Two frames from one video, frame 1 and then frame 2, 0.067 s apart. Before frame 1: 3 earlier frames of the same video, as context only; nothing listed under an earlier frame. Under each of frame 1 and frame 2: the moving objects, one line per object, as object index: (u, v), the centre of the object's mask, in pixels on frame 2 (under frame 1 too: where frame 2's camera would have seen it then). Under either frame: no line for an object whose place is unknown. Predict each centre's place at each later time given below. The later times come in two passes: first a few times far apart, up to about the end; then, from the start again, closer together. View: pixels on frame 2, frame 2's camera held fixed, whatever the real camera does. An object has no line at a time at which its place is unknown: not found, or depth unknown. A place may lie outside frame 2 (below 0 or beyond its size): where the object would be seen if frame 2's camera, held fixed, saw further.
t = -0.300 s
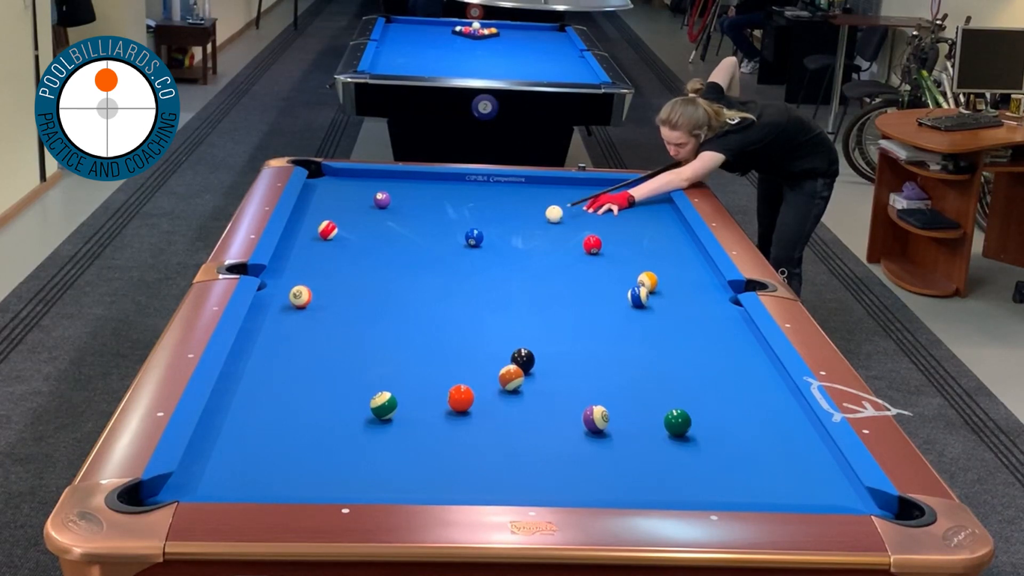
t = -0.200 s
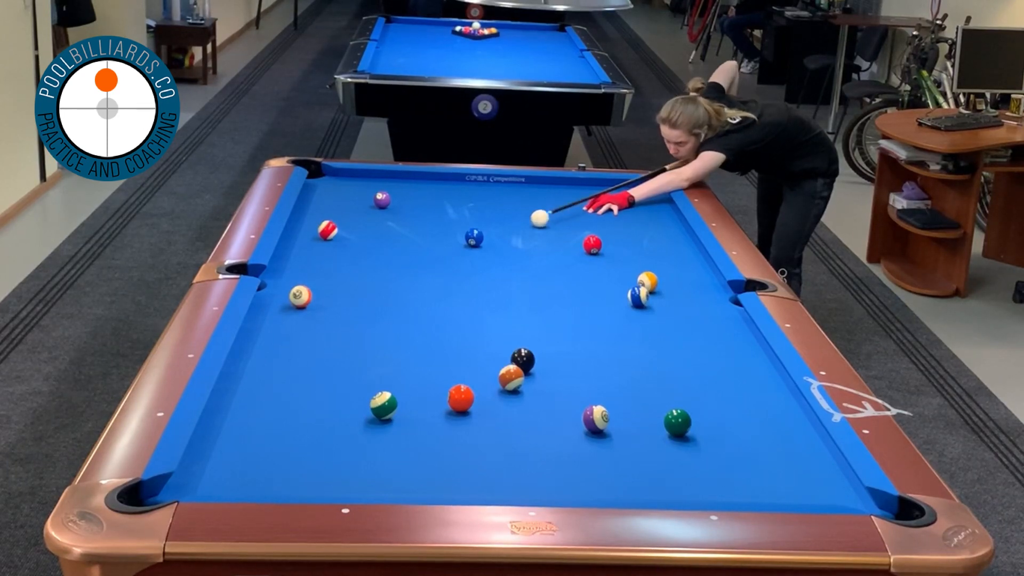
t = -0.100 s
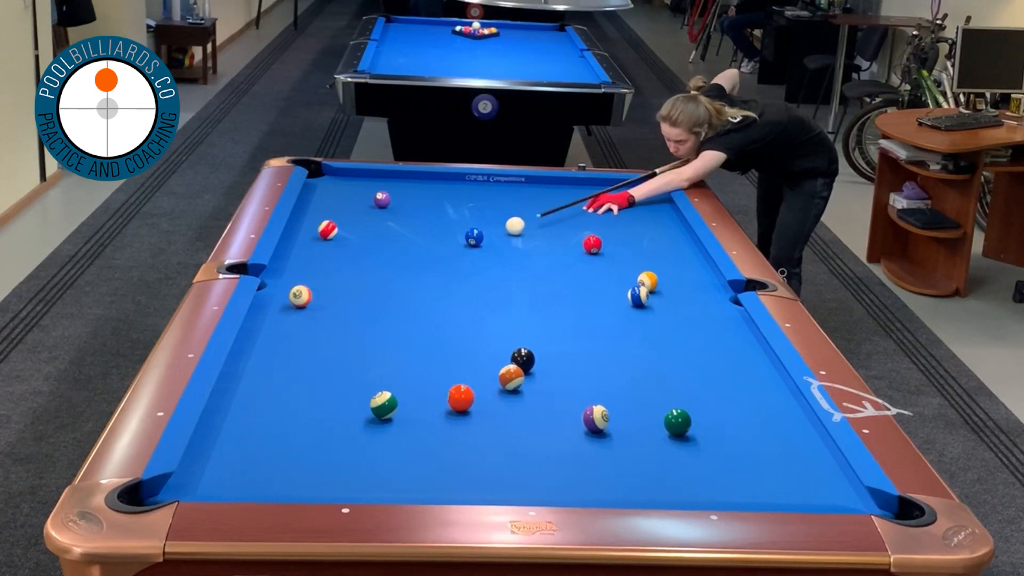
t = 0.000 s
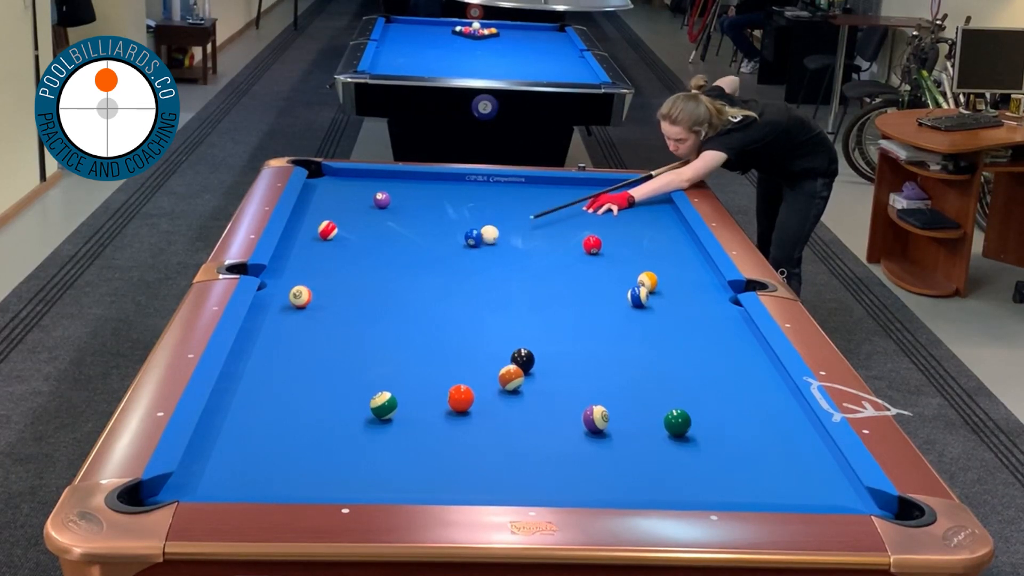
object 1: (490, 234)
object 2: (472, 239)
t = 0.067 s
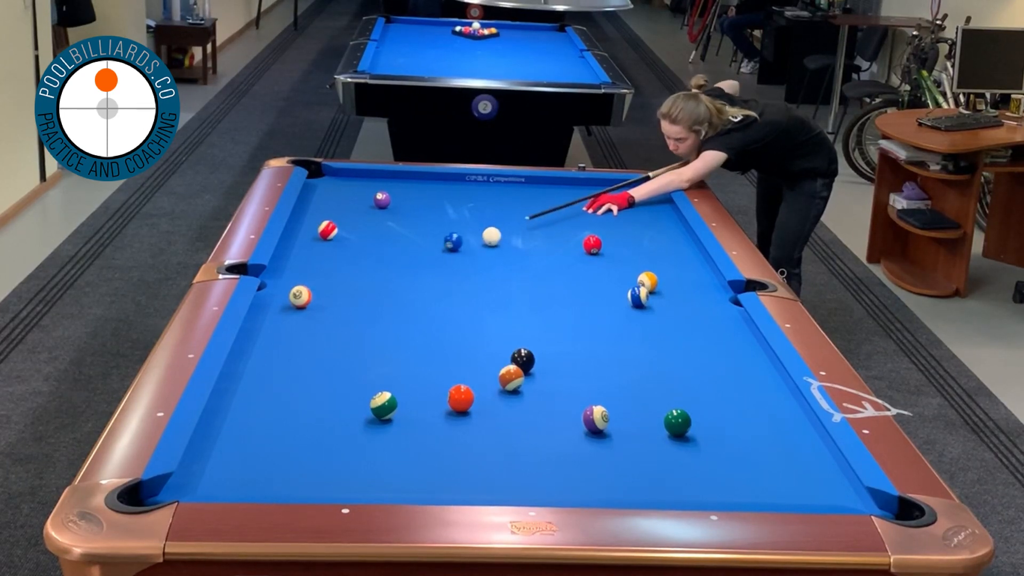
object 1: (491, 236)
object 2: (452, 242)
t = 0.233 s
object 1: (490, 242)
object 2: (409, 250)
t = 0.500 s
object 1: (485, 253)
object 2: (346, 262)
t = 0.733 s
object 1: (480, 262)
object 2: (288, 272)
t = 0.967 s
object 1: (476, 271)
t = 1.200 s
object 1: (471, 280)
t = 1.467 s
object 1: (466, 290)
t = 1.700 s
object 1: (461, 299)
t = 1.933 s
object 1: (457, 308)
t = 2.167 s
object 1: (453, 316)
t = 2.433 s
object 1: (449, 326)
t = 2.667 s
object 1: (445, 334)
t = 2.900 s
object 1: (441, 341)
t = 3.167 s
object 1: (437, 350)
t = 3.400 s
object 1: (434, 356)
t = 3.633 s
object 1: (432, 362)
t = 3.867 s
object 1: (430, 368)
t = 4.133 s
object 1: (429, 374)
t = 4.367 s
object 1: (428, 378)
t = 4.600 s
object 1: (426, 382)
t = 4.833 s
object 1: (426, 385)
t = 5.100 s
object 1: (426, 388)
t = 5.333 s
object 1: (426, 390)
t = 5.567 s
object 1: (426, 391)
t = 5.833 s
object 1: (426, 392)
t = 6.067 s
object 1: (426, 392)
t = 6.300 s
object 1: (426, 392)
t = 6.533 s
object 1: (426, 392)
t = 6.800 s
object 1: (426, 391)
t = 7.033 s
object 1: (426, 391)
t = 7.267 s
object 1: (426, 392)
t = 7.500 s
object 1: (426, 392)
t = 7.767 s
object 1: (426, 391)
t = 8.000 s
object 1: (426, 391)
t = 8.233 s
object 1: (426, 392)
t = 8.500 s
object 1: (426, 391)
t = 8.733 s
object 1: (426, 392)
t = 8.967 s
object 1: (426, 392)
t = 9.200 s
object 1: (426, 391)
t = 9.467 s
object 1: (426, 392)
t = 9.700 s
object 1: (426, 392)
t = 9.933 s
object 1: (426, 392)
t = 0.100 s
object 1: (492, 238)
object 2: (443, 244)
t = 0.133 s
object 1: (492, 239)
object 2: (434, 245)
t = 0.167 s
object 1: (491, 240)
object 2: (425, 247)
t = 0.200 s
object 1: (491, 241)
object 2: (416, 249)
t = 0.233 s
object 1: (490, 242)
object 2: (409, 250)
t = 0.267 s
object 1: (489, 244)
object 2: (401, 252)
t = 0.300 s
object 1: (489, 245)
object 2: (393, 253)
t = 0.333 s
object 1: (488, 246)
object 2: (386, 254)
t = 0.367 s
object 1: (487, 248)
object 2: (378, 256)
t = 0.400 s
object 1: (487, 249)
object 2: (370, 257)
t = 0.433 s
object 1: (486, 250)
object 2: (362, 259)
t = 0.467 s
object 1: (485, 251)
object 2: (354, 260)
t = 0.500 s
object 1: (485, 253)
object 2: (346, 262)
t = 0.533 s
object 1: (484, 254)
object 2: (338, 263)
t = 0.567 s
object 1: (483, 255)
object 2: (330, 265)
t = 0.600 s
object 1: (483, 257)
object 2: (322, 266)
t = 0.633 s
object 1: (482, 258)
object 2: (313, 267)
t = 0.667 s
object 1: (481, 259)
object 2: (305, 269)
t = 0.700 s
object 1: (481, 260)
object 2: (296, 271)
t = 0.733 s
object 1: (480, 262)
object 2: (288, 272)
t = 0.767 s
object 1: (480, 263)
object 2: (279, 274)
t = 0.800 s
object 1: (479, 264)
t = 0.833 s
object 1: (478, 266)
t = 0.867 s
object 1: (478, 267)
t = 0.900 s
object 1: (477, 268)
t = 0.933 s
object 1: (476, 269)
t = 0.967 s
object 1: (476, 271)
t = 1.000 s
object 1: (475, 272)
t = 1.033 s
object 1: (474, 273)
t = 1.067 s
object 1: (474, 275)
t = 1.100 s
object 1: (473, 276)
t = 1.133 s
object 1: (472, 277)
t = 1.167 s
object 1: (472, 279)
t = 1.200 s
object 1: (471, 280)
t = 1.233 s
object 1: (470, 281)
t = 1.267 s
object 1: (470, 282)
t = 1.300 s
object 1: (469, 284)
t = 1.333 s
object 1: (469, 285)
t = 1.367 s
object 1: (468, 286)
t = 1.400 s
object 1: (467, 288)
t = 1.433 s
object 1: (467, 289)
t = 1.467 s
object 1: (466, 290)
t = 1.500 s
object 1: (465, 292)
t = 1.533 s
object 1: (464, 293)
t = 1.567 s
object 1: (464, 294)
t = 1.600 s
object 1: (463, 295)
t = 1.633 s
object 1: (463, 297)
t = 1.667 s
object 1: (462, 297)
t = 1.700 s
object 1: (461, 299)
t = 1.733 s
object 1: (461, 300)
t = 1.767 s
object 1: (460, 301)
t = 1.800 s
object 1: (460, 303)
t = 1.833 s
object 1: (459, 304)
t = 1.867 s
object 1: (458, 305)
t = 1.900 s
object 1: (458, 307)
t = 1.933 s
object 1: (457, 308)
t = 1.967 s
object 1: (457, 309)
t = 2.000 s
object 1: (456, 310)
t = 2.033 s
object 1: (456, 311)
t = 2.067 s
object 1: (455, 313)
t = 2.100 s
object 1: (454, 314)
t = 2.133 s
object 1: (454, 315)
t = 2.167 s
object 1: (453, 316)
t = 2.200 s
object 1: (453, 318)
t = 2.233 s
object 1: (452, 319)
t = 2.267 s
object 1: (451, 320)
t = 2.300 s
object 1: (451, 321)
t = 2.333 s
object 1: (450, 322)
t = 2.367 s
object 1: (450, 323)
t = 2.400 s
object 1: (449, 324)
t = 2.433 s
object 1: (449, 326)
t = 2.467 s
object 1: (448, 327)
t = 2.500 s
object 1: (448, 328)
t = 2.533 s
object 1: (447, 329)
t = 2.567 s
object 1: (447, 330)
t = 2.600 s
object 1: (446, 332)
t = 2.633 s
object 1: (445, 332)
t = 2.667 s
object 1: (445, 334)
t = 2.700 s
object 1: (444, 335)
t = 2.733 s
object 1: (444, 336)
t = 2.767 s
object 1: (443, 337)
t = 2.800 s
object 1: (442, 338)
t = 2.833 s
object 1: (442, 339)
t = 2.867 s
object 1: (441, 340)
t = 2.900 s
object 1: (441, 341)
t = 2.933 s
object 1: (440, 342)
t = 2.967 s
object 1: (440, 343)
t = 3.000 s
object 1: (439, 344)
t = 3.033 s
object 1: (439, 345)
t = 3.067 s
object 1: (438, 347)
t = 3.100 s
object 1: (438, 348)
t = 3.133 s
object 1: (437, 348)
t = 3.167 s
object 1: (437, 350)
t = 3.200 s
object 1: (436, 350)
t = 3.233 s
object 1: (436, 351)
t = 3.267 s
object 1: (436, 352)
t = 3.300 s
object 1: (435, 353)
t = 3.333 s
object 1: (435, 354)
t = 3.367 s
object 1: (434, 355)
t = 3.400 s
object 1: (434, 356)
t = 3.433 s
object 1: (434, 357)
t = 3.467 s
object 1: (433, 358)
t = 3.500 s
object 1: (433, 359)
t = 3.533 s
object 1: (433, 360)
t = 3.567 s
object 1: (432, 361)
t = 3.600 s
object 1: (432, 362)
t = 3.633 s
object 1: (432, 362)
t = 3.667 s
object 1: (431, 363)
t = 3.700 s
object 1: (431, 364)
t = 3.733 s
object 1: (431, 365)
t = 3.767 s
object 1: (431, 366)
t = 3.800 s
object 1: (431, 366)
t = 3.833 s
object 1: (430, 367)
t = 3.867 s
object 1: (430, 368)
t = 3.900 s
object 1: (430, 369)
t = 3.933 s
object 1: (430, 369)
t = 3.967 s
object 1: (429, 371)
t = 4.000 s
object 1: (429, 371)
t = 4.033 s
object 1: (429, 372)
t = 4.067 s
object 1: (429, 372)
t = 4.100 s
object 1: (429, 373)
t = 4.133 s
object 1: (429, 374)
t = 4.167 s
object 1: (429, 375)
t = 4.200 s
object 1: (428, 375)
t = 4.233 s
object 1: (428, 376)
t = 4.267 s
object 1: (428, 377)
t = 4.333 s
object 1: (428, 377)
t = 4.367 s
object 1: (428, 378)
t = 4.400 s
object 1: (427, 378)
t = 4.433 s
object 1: (427, 379)
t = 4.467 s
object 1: (427, 379)
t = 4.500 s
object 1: (427, 380)
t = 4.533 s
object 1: (427, 381)
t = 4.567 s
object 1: (426, 381)
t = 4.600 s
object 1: (426, 382)
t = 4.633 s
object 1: (426, 382)
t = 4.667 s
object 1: (426, 383)
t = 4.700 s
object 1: (426, 383)
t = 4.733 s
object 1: (426, 384)
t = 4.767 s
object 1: (426, 384)
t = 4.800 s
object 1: (426, 384)
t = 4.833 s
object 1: (426, 385)
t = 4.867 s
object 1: (426, 385)
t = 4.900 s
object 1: (426, 386)
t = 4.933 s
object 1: (426, 386)
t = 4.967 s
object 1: (426, 387)
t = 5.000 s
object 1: (426, 387)
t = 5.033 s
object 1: (426, 387)
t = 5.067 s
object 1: (426, 388)
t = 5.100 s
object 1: (426, 388)
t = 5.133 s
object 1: (426, 388)
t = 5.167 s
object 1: (426, 389)
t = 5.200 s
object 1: (426, 389)
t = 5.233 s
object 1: (426, 389)
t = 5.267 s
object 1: (426, 389)
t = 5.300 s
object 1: (426, 390)
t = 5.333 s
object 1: (426, 390)
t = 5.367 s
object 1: (426, 390)
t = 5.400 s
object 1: (426, 390)
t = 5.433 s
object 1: (426, 390)
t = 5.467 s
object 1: (426, 390)
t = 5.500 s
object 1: (426, 391)
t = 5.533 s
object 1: (426, 391)
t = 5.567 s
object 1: (426, 391)
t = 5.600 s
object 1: (426, 391)
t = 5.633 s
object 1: (426, 391)
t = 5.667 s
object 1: (426, 392)
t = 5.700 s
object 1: (426, 391)
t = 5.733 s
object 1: (426, 391)
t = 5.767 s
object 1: (426, 392)
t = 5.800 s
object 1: (426, 392)
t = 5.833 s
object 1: (426, 392)
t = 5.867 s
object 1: (426, 391)
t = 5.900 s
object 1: (426, 392)
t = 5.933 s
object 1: (426, 392)
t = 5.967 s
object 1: (426, 392)
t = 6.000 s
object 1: (426, 392)
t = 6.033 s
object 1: (426, 391)
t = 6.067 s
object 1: (426, 392)
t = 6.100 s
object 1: (426, 391)
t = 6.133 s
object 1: (426, 392)
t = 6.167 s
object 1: (426, 392)
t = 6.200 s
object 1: (426, 391)
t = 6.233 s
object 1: (426, 392)
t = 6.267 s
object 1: (426, 391)
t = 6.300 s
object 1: (426, 392)
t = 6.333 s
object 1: (426, 392)
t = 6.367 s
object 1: (426, 392)
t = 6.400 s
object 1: (426, 392)
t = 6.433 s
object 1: (426, 391)
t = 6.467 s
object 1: (426, 392)
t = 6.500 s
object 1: (426, 391)
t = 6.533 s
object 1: (426, 392)
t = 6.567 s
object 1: (426, 391)
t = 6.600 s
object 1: (426, 391)
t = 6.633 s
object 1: (426, 392)
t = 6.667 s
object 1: (426, 391)
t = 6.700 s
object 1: (426, 392)
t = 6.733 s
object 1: (426, 391)
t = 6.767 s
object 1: (426, 392)
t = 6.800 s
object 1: (426, 391)
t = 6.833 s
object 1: (426, 392)
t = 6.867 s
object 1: (426, 391)
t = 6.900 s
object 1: (426, 392)
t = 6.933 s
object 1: (426, 391)
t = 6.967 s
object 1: (426, 392)
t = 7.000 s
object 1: (426, 391)
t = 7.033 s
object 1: (426, 391)
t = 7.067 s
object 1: (426, 392)
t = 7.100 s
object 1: (426, 391)
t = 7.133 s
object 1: (426, 391)
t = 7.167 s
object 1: (426, 392)
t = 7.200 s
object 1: (426, 392)
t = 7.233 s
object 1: (426, 391)
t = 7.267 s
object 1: (426, 392)
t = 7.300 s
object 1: (426, 391)
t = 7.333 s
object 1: (426, 392)
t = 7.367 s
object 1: (426, 391)
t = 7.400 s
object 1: (426, 392)
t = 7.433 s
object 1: (426, 391)
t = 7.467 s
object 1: (426, 392)
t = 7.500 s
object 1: (426, 392)
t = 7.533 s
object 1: (426, 392)
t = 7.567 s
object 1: (426, 391)
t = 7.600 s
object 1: (426, 392)
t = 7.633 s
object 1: (426, 392)
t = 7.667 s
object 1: (426, 391)
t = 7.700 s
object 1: (426, 391)
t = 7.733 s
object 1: (426, 392)
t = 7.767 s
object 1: (426, 391)
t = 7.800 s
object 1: (426, 392)
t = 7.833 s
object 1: (426, 392)
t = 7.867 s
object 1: (426, 392)
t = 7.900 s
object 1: (426, 392)
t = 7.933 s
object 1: (426, 391)
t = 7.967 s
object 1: (426, 392)
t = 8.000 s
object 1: (426, 391)
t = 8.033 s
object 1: (426, 392)
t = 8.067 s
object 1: (426, 392)
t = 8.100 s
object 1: (426, 392)
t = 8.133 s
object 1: (426, 392)
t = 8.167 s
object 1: (426, 391)
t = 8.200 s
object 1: (426, 392)
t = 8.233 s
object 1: (426, 392)
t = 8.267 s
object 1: (426, 391)
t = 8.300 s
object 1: (426, 392)
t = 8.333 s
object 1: (426, 392)
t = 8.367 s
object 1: (426, 392)
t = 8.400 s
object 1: (426, 391)
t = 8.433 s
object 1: (426, 392)
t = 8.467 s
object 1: (426, 392)
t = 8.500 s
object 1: (426, 391)
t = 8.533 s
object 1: (426, 391)
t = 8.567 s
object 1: (426, 392)
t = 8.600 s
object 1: (426, 392)
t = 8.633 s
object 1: (426, 391)
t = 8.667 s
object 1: (426, 392)
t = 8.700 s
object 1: (426, 392)
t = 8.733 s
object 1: (426, 392)
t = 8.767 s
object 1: (426, 391)
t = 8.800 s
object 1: (426, 391)
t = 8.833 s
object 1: (426, 392)
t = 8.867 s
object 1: (426, 391)
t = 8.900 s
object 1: (426, 392)
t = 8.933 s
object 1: (426, 392)
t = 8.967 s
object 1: (426, 392)
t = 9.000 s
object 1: (426, 392)
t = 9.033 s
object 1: (426, 391)
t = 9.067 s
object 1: (426, 392)
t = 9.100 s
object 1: (426, 391)
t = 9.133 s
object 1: (426, 392)
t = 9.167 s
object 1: (426, 392)
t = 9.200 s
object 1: (426, 391)
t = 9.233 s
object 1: (426, 392)
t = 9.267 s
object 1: (426, 391)
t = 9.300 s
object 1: (426, 392)
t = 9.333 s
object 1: (426, 391)
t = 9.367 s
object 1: (426, 392)
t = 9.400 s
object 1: (426, 392)
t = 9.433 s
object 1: (426, 391)
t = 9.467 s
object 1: (426, 392)
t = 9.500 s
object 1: (426, 392)
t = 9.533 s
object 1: (426, 391)
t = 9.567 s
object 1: (426, 392)
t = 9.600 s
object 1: (426, 392)
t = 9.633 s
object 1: (426, 392)
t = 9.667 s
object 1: (426, 391)
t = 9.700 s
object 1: (426, 392)
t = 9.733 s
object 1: (426, 392)
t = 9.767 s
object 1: (426, 391)
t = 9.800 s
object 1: (426, 392)
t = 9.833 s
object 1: (426, 392)
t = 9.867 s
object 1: (426, 392)
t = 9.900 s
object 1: (426, 391)
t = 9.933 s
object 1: (426, 392)
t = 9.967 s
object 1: (426, 392)
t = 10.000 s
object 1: (426, 391)
